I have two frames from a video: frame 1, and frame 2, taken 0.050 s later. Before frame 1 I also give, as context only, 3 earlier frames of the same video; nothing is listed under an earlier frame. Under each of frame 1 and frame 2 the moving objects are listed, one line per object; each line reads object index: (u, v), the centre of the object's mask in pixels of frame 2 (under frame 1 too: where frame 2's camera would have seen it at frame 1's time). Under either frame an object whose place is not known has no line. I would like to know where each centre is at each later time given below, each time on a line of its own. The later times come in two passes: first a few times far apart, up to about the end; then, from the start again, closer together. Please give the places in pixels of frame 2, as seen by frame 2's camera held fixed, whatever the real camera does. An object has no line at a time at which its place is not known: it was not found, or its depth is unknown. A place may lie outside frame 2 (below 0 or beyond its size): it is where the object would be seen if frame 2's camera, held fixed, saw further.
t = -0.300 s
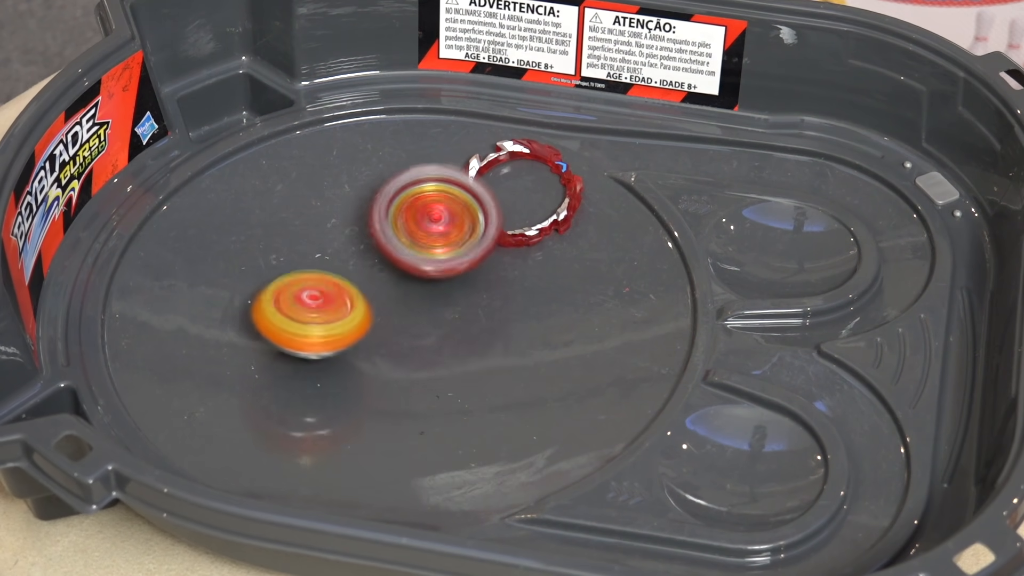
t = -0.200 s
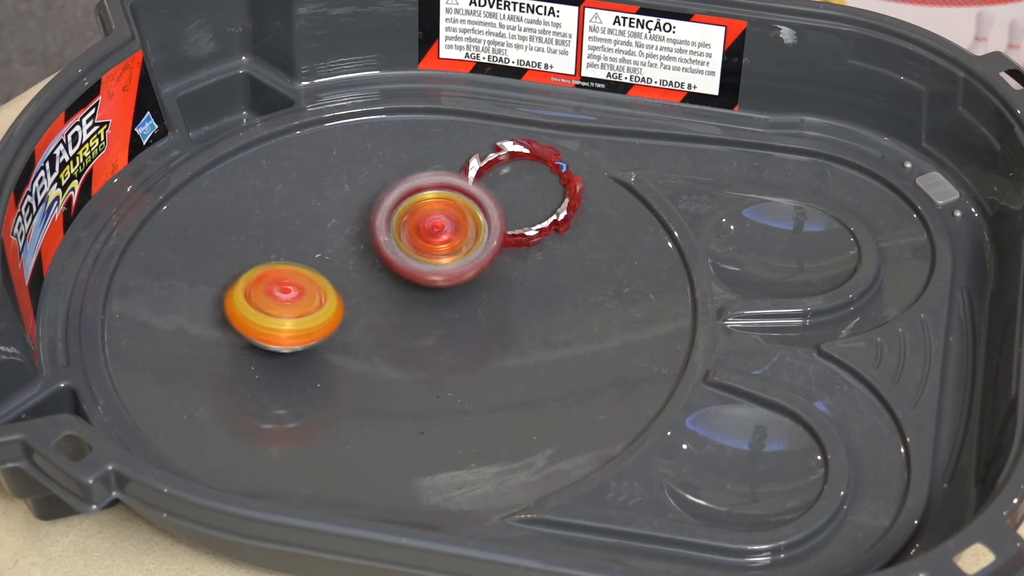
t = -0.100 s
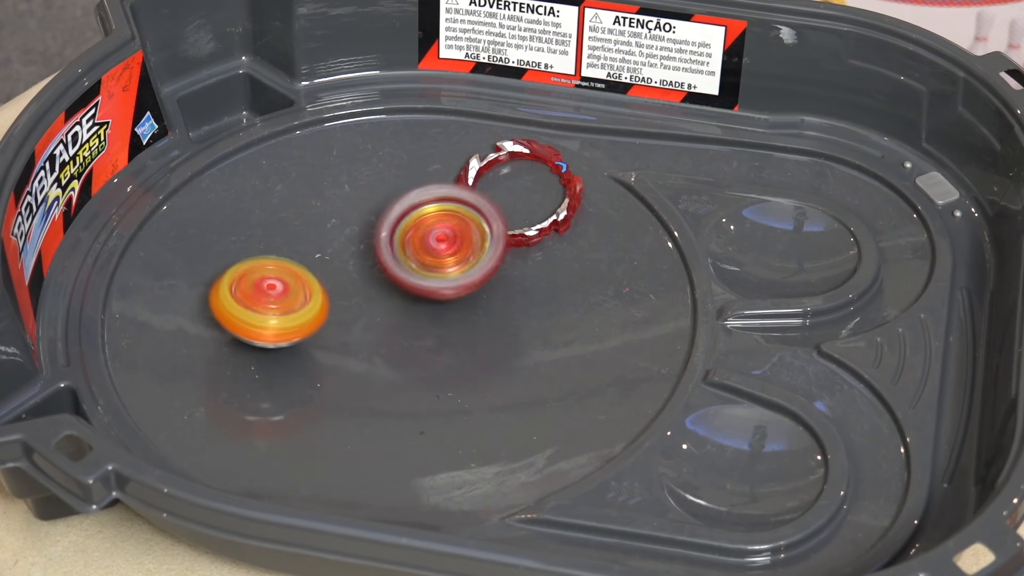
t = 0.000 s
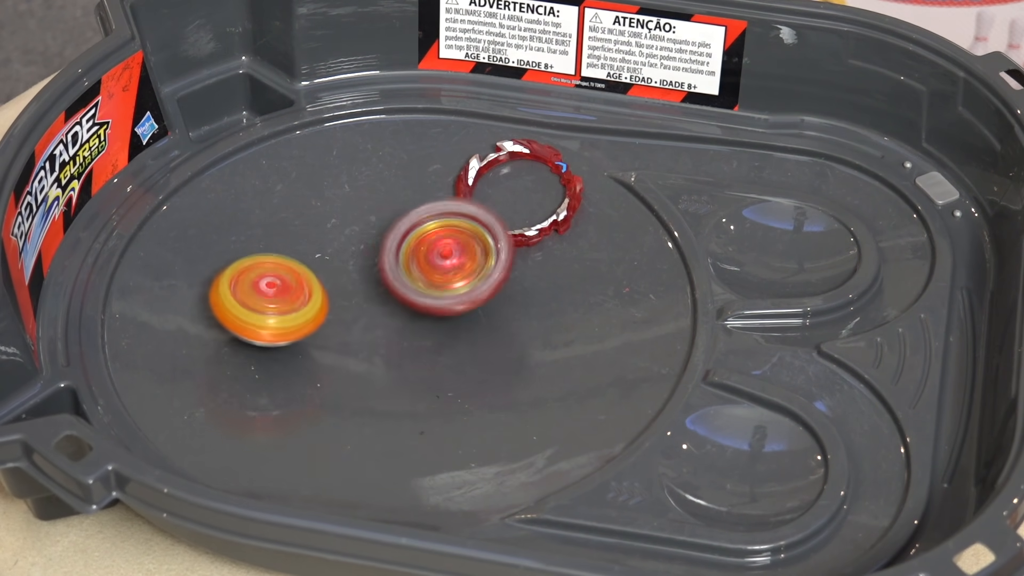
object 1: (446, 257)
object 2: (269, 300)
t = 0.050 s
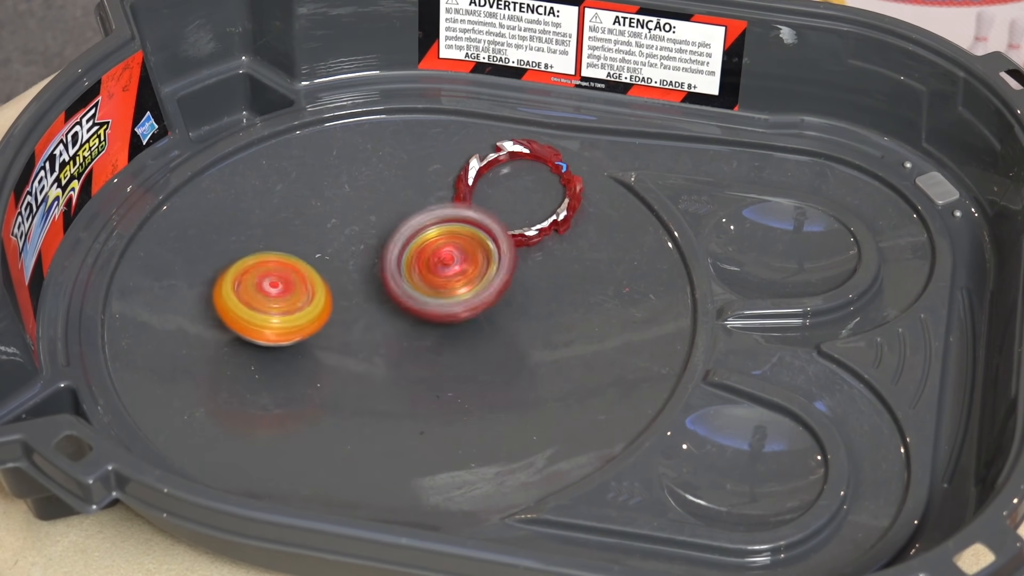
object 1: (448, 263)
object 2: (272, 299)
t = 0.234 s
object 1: (458, 277)
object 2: (310, 291)
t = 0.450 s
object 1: (503, 293)
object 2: (385, 268)
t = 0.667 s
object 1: (498, 320)
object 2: (450, 238)
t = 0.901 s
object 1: (456, 334)
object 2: (486, 231)
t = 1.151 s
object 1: (409, 331)
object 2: (499, 260)
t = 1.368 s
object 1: (355, 322)
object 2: (499, 304)
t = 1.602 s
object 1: (341, 306)
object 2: (481, 357)
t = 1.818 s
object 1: (353, 289)
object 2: (455, 378)
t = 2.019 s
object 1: (370, 275)
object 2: (420, 376)
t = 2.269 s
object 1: (407, 256)
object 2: (377, 360)
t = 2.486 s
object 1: (452, 260)
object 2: (354, 330)
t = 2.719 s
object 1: (487, 279)
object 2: (354, 294)
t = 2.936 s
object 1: (489, 307)
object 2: (375, 264)
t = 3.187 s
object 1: (457, 337)
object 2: (418, 248)
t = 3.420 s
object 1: (411, 346)
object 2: (461, 254)
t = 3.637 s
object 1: (372, 330)
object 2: (485, 277)
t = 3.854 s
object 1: (351, 298)
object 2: (491, 308)
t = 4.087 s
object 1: (361, 262)
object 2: (468, 339)
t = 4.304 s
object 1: (395, 242)
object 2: (431, 355)
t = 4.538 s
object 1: (450, 244)
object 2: (388, 351)
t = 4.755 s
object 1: (485, 268)
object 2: (360, 331)
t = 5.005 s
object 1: (493, 303)
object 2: (355, 295)
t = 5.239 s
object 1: (463, 337)
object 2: (376, 269)
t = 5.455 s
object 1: (420, 347)
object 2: (412, 259)
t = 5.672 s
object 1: (371, 341)
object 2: (454, 252)
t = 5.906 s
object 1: (345, 302)
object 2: (484, 267)
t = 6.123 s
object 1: (361, 263)
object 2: (492, 297)
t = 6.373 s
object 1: (418, 242)
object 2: (470, 333)
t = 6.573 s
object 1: (464, 250)
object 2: (438, 354)
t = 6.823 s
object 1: (492, 289)
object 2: (391, 355)
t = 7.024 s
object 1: (498, 321)
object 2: (351, 343)
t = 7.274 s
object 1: (449, 356)
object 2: (337, 307)
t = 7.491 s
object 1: (395, 366)
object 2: (340, 256)
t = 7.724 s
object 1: (351, 328)
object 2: (371, 235)
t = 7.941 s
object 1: (327, 292)
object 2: (433, 241)
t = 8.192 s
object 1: (358, 256)
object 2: (502, 286)
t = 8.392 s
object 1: (412, 247)
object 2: (527, 325)
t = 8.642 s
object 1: (476, 262)
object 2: (508, 356)
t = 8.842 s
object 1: (505, 274)
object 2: (442, 376)
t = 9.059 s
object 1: (491, 297)
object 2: (366, 365)
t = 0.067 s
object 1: (447, 264)
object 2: (273, 298)
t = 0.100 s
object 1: (449, 269)
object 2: (278, 298)
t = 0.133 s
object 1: (451, 273)
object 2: (285, 297)
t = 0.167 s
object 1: (451, 276)
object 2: (292, 296)
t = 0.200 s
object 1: (453, 277)
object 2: (300, 293)
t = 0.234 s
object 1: (458, 277)
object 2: (310, 291)
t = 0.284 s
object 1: (467, 280)
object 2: (327, 289)
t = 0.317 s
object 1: (473, 280)
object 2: (342, 286)
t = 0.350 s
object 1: (483, 282)
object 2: (355, 283)
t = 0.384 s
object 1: (493, 286)
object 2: (363, 277)
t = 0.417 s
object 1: (499, 290)
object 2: (373, 273)
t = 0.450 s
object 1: (503, 293)
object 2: (385, 268)
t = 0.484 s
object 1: (507, 296)
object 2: (396, 263)
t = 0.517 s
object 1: (508, 299)
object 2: (406, 258)
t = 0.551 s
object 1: (507, 304)
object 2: (416, 253)
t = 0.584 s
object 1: (505, 310)
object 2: (426, 248)
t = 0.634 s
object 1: (503, 316)
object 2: (441, 240)
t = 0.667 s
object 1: (498, 320)
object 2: (450, 238)
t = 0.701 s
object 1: (492, 325)
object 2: (456, 235)
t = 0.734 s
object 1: (487, 327)
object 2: (463, 232)
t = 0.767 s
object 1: (481, 329)
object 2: (469, 230)
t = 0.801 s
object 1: (476, 330)
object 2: (475, 229)
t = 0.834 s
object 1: (470, 332)
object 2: (480, 229)
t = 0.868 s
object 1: (464, 333)
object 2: (483, 230)
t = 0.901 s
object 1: (456, 334)
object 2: (486, 231)
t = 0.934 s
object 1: (448, 335)
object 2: (489, 233)
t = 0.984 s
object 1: (441, 334)
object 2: (493, 237)
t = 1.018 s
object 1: (433, 335)
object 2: (495, 240)
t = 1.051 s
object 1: (426, 334)
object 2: (496, 245)
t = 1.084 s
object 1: (420, 334)
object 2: (497, 249)
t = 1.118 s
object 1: (414, 332)
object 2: (499, 254)
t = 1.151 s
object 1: (409, 331)
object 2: (499, 260)
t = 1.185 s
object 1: (404, 329)
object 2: (499, 266)
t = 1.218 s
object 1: (396, 328)
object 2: (499, 272)
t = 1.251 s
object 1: (384, 327)
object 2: (501, 278)
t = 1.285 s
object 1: (371, 326)
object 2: (501, 285)
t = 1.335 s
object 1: (361, 324)
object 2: (500, 296)
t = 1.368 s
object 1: (355, 322)
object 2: (499, 304)
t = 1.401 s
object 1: (351, 321)
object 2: (498, 313)
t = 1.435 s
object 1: (347, 318)
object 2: (495, 321)
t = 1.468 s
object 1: (344, 316)
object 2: (494, 329)
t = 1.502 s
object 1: (342, 314)
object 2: (491, 337)
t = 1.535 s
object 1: (342, 311)
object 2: (488, 345)
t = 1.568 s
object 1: (341, 309)
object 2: (484, 351)
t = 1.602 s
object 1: (341, 306)
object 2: (481, 357)
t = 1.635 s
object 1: (342, 303)
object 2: (478, 361)
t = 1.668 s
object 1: (343, 301)
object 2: (475, 365)
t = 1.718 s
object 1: (345, 296)
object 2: (469, 371)
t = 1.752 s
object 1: (347, 294)
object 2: (465, 374)
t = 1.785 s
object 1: (350, 291)
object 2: (460, 376)
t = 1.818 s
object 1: (353, 289)
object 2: (455, 378)
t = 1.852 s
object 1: (355, 287)
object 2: (450, 380)
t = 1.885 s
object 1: (358, 285)
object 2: (445, 380)
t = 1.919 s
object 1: (360, 283)
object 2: (439, 381)
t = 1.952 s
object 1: (363, 280)
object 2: (433, 380)
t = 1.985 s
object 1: (366, 278)
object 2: (426, 378)
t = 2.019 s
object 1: (370, 275)
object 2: (420, 376)
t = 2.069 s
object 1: (376, 274)
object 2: (411, 373)
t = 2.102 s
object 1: (379, 272)
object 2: (404, 370)
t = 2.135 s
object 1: (384, 268)
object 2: (397, 369)
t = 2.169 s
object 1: (389, 263)
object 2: (391, 369)
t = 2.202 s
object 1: (394, 260)
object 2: (386, 366)
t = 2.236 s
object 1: (400, 257)
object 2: (381, 363)
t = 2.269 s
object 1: (407, 256)
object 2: (377, 360)
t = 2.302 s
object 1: (415, 255)
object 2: (373, 356)
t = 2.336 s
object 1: (422, 255)
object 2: (369, 352)
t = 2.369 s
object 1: (430, 256)
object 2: (365, 347)
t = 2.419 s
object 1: (438, 258)
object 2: (360, 340)
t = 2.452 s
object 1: (445, 259)
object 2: (357, 335)
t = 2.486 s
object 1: (452, 260)
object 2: (354, 330)
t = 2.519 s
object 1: (459, 261)
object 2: (352, 325)
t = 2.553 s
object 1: (465, 263)
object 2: (351, 320)
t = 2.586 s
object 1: (470, 266)
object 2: (351, 315)
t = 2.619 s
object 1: (476, 268)
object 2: (351, 310)
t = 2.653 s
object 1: (480, 272)
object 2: (352, 304)
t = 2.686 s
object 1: (484, 275)
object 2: (352, 299)
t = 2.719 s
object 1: (487, 279)
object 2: (354, 294)
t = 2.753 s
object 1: (490, 282)
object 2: (356, 288)
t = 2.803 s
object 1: (490, 290)
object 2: (360, 281)
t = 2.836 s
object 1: (491, 294)
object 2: (363, 276)
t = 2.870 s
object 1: (491, 299)
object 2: (367, 271)
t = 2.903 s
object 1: (491, 303)
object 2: (371, 267)
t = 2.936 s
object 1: (489, 307)
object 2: (375, 264)
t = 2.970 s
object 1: (487, 311)
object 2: (380, 261)
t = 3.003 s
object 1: (485, 315)
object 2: (385, 258)
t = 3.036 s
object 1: (481, 319)
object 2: (390, 256)
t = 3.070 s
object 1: (477, 324)
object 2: (395, 254)
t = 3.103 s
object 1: (473, 327)
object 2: (401, 251)
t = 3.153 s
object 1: (463, 334)
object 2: (411, 249)
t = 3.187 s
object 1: (457, 337)
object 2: (418, 248)
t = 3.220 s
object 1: (451, 339)
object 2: (424, 247)
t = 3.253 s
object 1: (445, 342)
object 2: (431, 247)
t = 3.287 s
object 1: (439, 344)
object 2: (437, 247)
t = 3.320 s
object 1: (432, 345)
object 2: (444, 248)
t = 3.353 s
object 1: (425, 346)
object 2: (450, 250)
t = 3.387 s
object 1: (418, 346)
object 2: (455, 251)
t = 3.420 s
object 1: (411, 346)
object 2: (461, 254)
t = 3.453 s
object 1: (404, 345)
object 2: (467, 256)
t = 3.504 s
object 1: (395, 343)
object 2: (473, 261)
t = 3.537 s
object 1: (388, 340)
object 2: (477, 265)
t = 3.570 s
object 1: (382, 337)
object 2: (480, 269)
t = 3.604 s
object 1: (377, 334)
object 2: (482, 272)
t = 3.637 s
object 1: (372, 330)
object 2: (485, 277)
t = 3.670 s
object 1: (367, 326)
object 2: (487, 281)
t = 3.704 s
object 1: (363, 322)
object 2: (489, 286)
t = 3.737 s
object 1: (359, 317)
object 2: (490, 291)
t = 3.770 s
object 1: (356, 312)
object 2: (491, 296)
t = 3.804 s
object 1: (354, 307)
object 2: (491, 301)
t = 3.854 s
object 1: (351, 298)
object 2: (491, 308)
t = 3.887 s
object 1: (350, 293)
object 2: (489, 313)
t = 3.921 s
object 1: (351, 288)
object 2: (487, 318)
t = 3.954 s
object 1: (352, 282)
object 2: (485, 323)
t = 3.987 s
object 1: (353, 277)
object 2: (481, 327)
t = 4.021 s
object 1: (355, 272)
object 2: (477, 332)
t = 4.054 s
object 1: (358, 267)
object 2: (473, 336)
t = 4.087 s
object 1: (361, 262)
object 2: (468, 339)
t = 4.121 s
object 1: (365, 258)
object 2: (463, 342)
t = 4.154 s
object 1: (370, 254)
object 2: (458, 345)
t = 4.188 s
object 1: (375, 250)
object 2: (453, 348)
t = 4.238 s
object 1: (382, 245)
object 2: (444, 352)
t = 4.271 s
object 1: (388, 243)
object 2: (438, 354)
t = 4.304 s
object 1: (395, 242)
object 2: (431, 355)
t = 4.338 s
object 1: (402, 241)
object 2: (424, 356)
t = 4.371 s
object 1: (410, 241)
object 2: (418, 357)
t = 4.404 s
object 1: (418, 241)
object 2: (411, 356)
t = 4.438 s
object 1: (427, 241)
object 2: (404, 356)
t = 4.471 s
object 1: (435, 242)
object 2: (399, 354)
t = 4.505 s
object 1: (443, 243)
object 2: (393, 353)
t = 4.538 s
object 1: (450, 244)
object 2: (388, 351)
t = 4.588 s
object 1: (457, 249)
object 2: (381, 348)
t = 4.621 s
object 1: (463, 252)
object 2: (376, 345)
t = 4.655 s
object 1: (470, 256)
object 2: (371, 342)
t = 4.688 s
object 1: (475, 260)
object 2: (367, 338)
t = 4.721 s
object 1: (481, 264)
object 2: (363, 335)
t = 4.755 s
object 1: (485, 268)
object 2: (360, 331)
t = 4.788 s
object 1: (488, 272)
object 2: (358, 326)
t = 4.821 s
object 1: (490, 276)
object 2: (356, 322)
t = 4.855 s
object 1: (492, 280)
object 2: (354, 317)
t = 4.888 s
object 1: (493, 285)
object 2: (354, 312)
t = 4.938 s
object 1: (493, 295)
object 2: (354, 305)
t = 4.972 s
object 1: (494, 299)
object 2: (354, 300)
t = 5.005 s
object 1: (493, 303)
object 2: (355, 295)
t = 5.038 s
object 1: (491, 308)
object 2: (356, 290)
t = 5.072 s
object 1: (488, 313)
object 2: (357, 286)
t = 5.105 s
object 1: (484, 318)
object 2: (360, 282)
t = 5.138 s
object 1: (479, 324)
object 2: (363, 278)
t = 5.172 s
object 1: (474, 329)
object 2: (367, 274)
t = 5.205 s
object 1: (468, 334)
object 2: (371, 271)
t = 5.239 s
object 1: (463, 337)
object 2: (376, 269)
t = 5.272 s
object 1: (457, 340)
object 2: (381, 266)
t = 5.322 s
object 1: (448, 344)
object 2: (389, 263)
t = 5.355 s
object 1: (440, 346)
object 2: (394, 262)
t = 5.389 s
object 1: (433, 347)
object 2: (400, 260)
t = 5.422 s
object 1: (426, 348)
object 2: (406, 260)
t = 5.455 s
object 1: (420, 347)
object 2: (412, 259)
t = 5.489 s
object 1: (413, 347)
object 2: (420, 257)
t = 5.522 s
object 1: (406, 348)
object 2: (427, 254)
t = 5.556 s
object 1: (398, 349)
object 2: (433, 253)
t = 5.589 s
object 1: (389, 349)
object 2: (439, 252)
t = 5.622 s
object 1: (380, 347)
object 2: (445, 252)
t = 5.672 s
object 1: (371, 341)
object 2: (454, 252)
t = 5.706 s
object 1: (365, 338)
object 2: (459, 252)
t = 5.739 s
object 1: (359, 332)
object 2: (465, 254)
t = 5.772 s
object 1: (353, 326)
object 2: (470, 256)
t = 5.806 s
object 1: (348, 320)
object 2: (474, 258)
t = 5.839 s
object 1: (347, 314)
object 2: (478, 261)
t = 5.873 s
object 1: (345, 308)
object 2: (481, 264)
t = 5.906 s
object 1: (345, 302)
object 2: (484, 267)
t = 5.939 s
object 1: (346, 297)
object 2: (487, 271)
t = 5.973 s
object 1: (346, 290)
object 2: (489, 275)
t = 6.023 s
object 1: (351, 281)
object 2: (492, 282)
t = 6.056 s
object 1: (355, 276)
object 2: (493, 287)
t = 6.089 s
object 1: (358, 269)
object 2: (493, 292)
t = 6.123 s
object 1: (361, 263)
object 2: (492, 297)
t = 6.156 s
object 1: (366, 260)
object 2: (490, 301)
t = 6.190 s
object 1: (373, 256)
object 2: (489, 306)
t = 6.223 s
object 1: (381, 253)
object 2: (487, 312)
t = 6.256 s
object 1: (390, 250)
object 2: (484, 317)
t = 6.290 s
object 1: (397, 246)
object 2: (480, 322)
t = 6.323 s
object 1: (403, 243)
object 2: (477, 327)
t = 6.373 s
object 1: (418, 242)
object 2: (470, 333)
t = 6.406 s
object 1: (425, 241)
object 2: (465, 338)
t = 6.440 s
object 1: (431, 241)
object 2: (460, 342)
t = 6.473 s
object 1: (439, 243)
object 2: (455, 346)
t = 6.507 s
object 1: (448, 246)
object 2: (450, 349)
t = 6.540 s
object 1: (456, 249)
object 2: (444, 352)
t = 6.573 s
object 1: (464, 250)
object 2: (438, 354)
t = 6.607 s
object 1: (470, 253)
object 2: (432, 356)
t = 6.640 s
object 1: (474, 257)
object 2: (426, 357)
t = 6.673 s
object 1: (479, 263)
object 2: (420, 358)
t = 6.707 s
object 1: (484, 269)
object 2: (413, 358)
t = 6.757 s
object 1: (487, 277)
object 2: (403, 358)
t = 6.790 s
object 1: (490, 283)
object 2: (397, 357)
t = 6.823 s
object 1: (492, 289)
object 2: (391, 355)
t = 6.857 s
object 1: (497, 292)
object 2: (382, 355)
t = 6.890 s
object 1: (500, 296)
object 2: (374, 353)
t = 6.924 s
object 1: (500, 304)
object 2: (367, 351)
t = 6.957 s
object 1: (500, 311)
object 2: (361, 349)
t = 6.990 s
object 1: (500, 316)
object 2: (356, 346)
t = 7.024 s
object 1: (498, 321)
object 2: (351, 343)
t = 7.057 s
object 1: (493, 326)
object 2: (348, 339)
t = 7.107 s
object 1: (485, 335)
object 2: (343, 333)
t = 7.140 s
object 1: (479, 341)
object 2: (341, 329)
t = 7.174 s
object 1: (470, 346)
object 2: (339, 324)
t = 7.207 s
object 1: (461, 350)
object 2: (339, 320)
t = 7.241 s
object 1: (454, 352)
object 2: (339, 315)
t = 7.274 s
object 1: (449, 356)
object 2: (337, 307)
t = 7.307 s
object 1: (442, 362)
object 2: (334, 296)
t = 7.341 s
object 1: (434, 365)
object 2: (334, 287)
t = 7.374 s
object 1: (426, 367)
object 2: (334, 279)
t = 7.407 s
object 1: (417, 368)
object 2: (335, 272)
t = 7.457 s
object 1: (403, 368)
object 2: (338, 262)
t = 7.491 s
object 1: (395, 366)
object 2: (340, 256)
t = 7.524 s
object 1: (384, 363)
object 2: (344, 250)
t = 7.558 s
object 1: (376, 358)
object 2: (347, 246)
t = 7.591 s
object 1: (370, 353)
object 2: (350, 242)
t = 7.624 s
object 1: (365, 349)
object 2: (355, 239)
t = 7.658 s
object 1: (358, 342)
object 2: (359, 237)
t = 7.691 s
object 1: (353, 335)
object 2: (365, 236)
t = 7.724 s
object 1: (351, 328)
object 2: (371, 235)
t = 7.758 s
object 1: (349, 322)
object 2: (378, 235)
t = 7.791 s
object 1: (344, 313)
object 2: (387, 233)
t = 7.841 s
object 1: (334, 306)
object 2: (403, 230)
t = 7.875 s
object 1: (329, 301)
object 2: (414, 232)
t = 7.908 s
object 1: (327, 297)
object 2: (423, 236)
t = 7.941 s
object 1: (327, 292)
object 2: (433, 241)
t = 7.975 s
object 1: (324, 286)
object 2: (443, 246)
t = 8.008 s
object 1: (327, 281)
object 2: (453, 252)
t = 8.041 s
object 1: (331, 276)
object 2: (462, 257)
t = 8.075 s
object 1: (333, 269)
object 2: (471, 263)
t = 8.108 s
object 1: (339, 266)
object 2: (480, 270)
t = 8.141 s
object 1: (346, 261)
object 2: (489, 277)
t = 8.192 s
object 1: (358, 256)
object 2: (502, 286)
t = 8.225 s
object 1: (366, 251)
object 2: (508, 293)
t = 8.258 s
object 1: (373, 249)
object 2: (514, 300)
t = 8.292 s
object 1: (384, 249)
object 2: (519, 307)
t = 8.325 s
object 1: (395, 246)
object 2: (523, 313)
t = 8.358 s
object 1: (401, 245)
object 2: (525, 319)
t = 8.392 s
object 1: (412, 247)
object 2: (527, 325)
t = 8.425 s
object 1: (424, 246)
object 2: (528, 330)
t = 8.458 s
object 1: (430, 247)
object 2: (527, 334)
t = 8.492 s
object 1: (440, 250)
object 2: (525, 338)
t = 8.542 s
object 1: (453, 254)
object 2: (522, 344)
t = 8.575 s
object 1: (462, 257)
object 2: (519, 347)
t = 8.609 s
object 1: (469, 259)
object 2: (514, 351)
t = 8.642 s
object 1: (476, 262)
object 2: (508, 356)
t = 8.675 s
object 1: (485, 264)
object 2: (499, 361)
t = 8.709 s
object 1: (493, 263)
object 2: (488, 367)
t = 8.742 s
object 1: (497, 267)
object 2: (477, 370)
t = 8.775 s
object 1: (502, 269)
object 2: (466, 373)
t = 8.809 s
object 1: (503, 270)
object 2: (455, 375)
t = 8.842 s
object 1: (505, 274)
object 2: (442, 376)
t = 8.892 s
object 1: (505, 278)
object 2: (424, 376)
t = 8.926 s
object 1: (506, 282)
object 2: (412, 375)
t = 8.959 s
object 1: (502, 285)
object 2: (399, 373)
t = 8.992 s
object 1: (499, 290)
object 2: (386, 371)
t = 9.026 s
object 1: (497, 292)
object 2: (375, 368)
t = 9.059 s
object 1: (491, 297)
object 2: (366, 365)
